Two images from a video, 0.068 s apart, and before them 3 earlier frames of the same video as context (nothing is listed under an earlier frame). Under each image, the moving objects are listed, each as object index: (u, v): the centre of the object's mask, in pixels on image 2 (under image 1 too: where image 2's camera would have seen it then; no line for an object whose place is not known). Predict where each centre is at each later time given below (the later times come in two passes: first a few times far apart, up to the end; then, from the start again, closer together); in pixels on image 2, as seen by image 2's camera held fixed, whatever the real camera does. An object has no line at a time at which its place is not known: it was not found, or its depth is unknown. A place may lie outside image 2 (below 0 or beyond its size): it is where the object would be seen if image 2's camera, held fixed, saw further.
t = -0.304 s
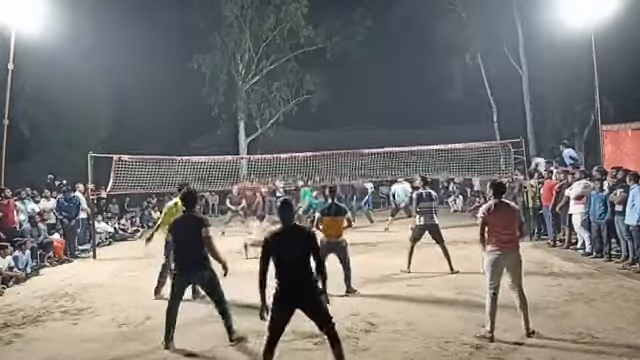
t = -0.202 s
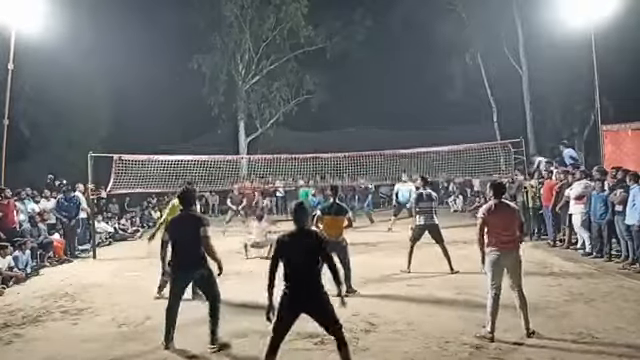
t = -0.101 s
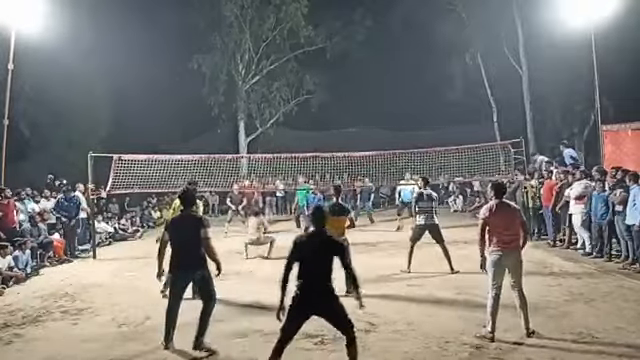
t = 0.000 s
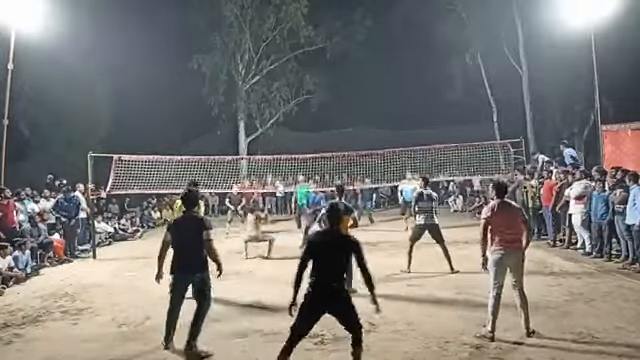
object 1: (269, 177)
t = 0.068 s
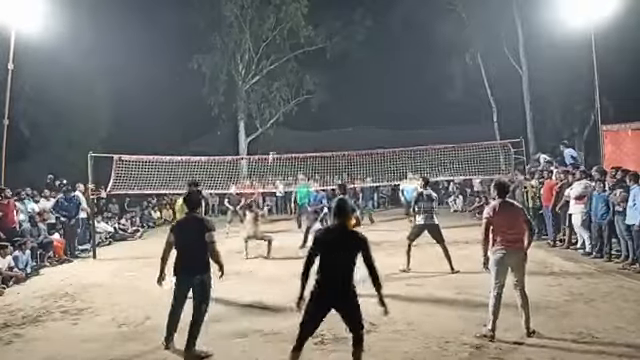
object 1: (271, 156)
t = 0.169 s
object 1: (275, 128)
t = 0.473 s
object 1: (282, 58)
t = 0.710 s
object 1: (290, 29)
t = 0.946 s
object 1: (300, 26)
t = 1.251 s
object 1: (314, 69)
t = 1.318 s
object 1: (319, 87)
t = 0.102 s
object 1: (272, 146)
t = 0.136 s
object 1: (274, 136)
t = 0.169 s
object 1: (275, 128)
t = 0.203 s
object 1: (276, 116)
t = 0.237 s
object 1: (276, 109)
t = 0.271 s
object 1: (276, 100)
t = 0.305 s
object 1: (277, 92)
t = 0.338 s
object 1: (278, 83)
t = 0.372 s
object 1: (279, 77)
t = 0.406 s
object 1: (280, 70)
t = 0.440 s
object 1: (281, 63)
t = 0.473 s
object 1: (282, 58)
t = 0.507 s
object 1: (283, 51)
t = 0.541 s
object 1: (285, 47)
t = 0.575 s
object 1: (285, 42)
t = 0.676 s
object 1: (289, 31)
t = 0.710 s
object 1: (290, 29)
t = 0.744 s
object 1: (291, 27)
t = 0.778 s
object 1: (293, 25)
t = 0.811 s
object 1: (294, 24)
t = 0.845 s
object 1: (295, 24)
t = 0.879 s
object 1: (297, 24)
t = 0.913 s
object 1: (298, 25)
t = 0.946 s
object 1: (300, 26)
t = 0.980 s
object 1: (301, 28)
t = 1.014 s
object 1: (302, 31)
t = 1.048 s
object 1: (304, 35)
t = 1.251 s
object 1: (314, 69)
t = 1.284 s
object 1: (317, 77)
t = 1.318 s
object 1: (319, 87)
